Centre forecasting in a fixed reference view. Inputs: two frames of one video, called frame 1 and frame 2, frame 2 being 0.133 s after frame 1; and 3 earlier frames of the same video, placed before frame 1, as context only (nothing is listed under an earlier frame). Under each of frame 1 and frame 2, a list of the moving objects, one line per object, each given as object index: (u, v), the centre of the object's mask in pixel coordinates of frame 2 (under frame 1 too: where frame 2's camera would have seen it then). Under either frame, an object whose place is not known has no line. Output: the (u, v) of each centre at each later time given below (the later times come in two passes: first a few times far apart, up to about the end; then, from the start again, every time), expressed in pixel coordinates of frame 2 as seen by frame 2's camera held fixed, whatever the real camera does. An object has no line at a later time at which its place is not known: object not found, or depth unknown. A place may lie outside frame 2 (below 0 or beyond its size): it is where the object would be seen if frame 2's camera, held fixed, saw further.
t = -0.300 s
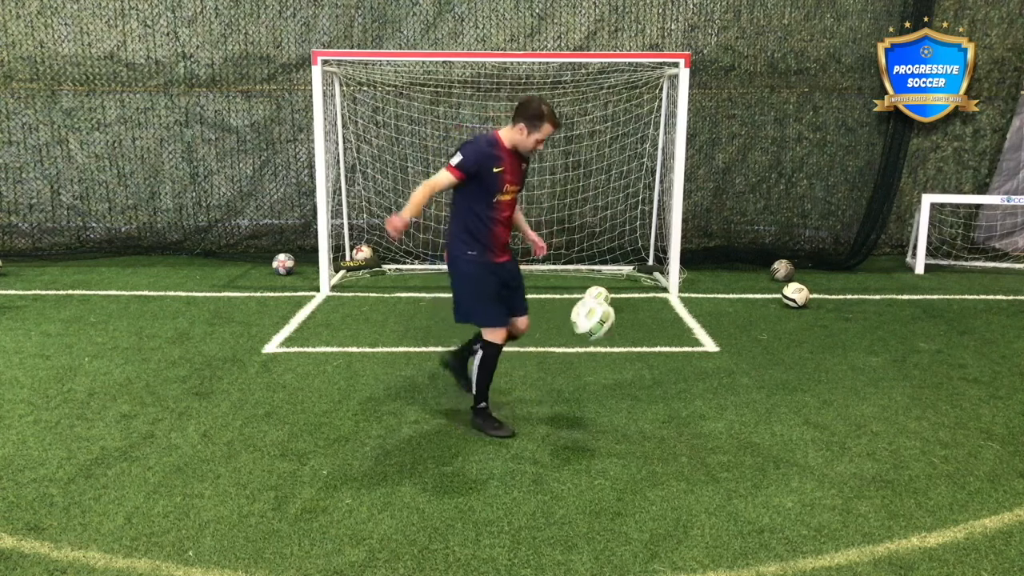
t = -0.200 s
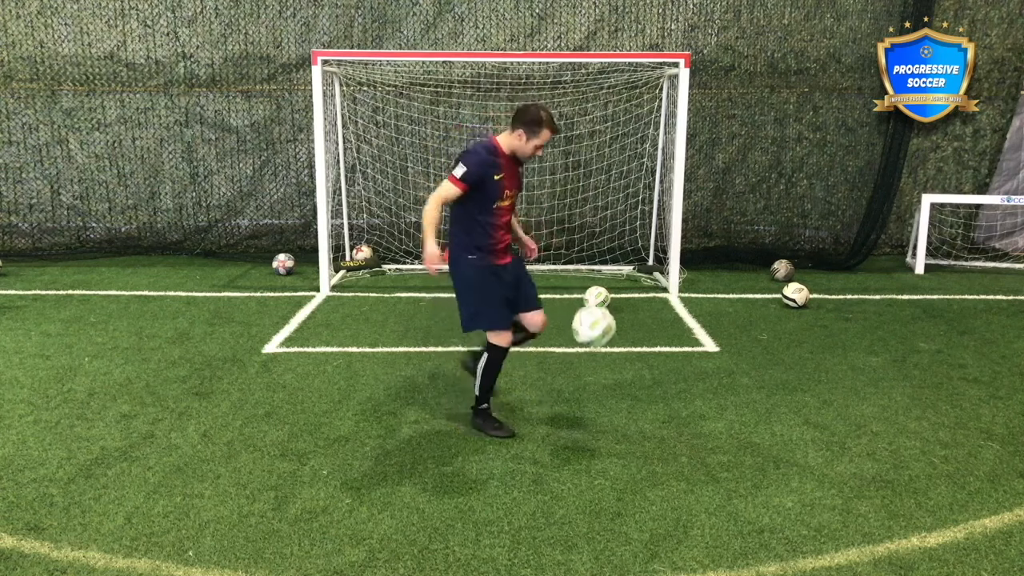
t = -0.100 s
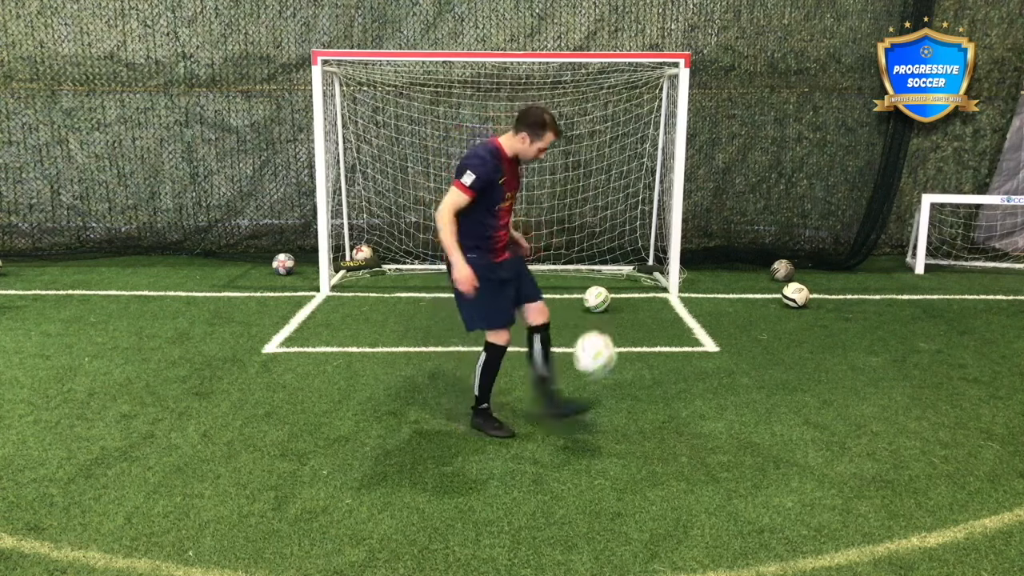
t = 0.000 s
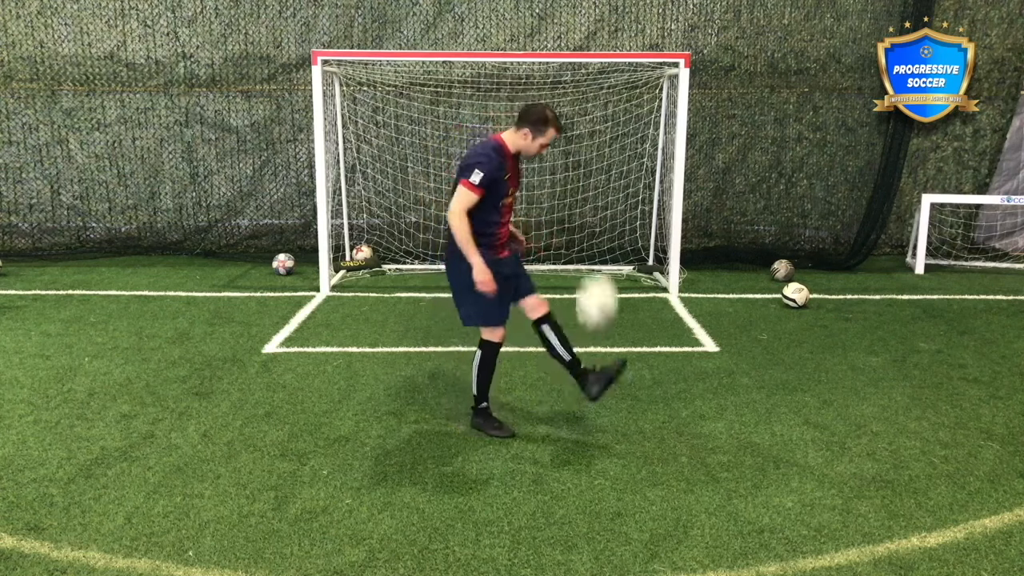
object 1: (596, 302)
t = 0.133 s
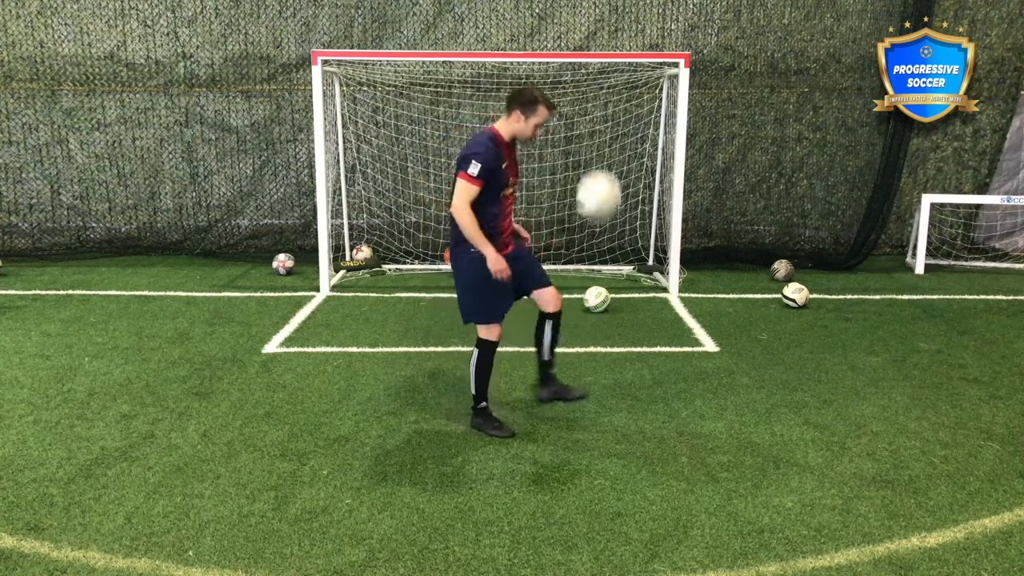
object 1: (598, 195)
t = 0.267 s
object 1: (599, 123)
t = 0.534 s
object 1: (596, 82)
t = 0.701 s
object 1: (593, 133)
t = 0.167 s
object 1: (598, 174)
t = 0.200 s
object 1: (599, 155)
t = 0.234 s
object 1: (599, 137)
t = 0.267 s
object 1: (599, 123)
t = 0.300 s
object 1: (598, 108)
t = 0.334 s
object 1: (598, 97)
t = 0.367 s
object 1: (598, 90)
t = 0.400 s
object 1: (598, 84)
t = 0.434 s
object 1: (598, 80)
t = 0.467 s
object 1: (598, 78)
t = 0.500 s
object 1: (597, 79)
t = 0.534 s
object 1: (596, 82)
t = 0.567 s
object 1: (595, 87)
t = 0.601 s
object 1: (595, 95)
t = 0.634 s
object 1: (594, 105)
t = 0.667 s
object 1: (593, 118)
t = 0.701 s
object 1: (593, 133)
